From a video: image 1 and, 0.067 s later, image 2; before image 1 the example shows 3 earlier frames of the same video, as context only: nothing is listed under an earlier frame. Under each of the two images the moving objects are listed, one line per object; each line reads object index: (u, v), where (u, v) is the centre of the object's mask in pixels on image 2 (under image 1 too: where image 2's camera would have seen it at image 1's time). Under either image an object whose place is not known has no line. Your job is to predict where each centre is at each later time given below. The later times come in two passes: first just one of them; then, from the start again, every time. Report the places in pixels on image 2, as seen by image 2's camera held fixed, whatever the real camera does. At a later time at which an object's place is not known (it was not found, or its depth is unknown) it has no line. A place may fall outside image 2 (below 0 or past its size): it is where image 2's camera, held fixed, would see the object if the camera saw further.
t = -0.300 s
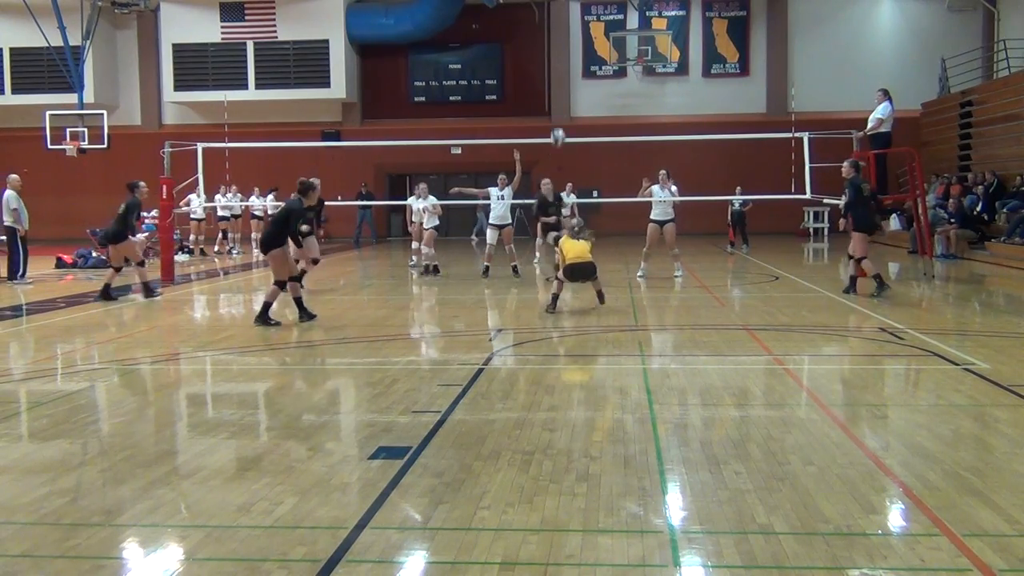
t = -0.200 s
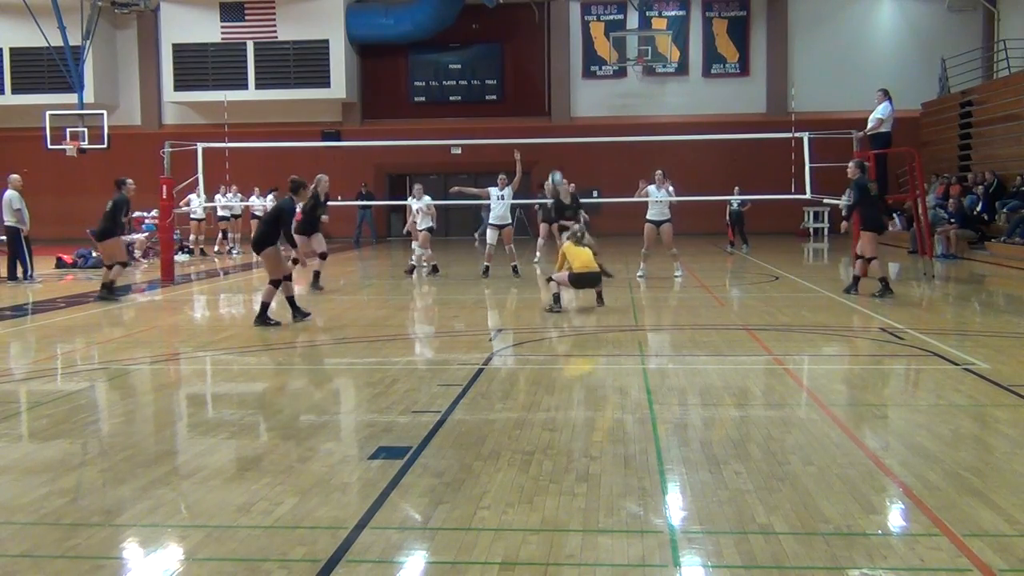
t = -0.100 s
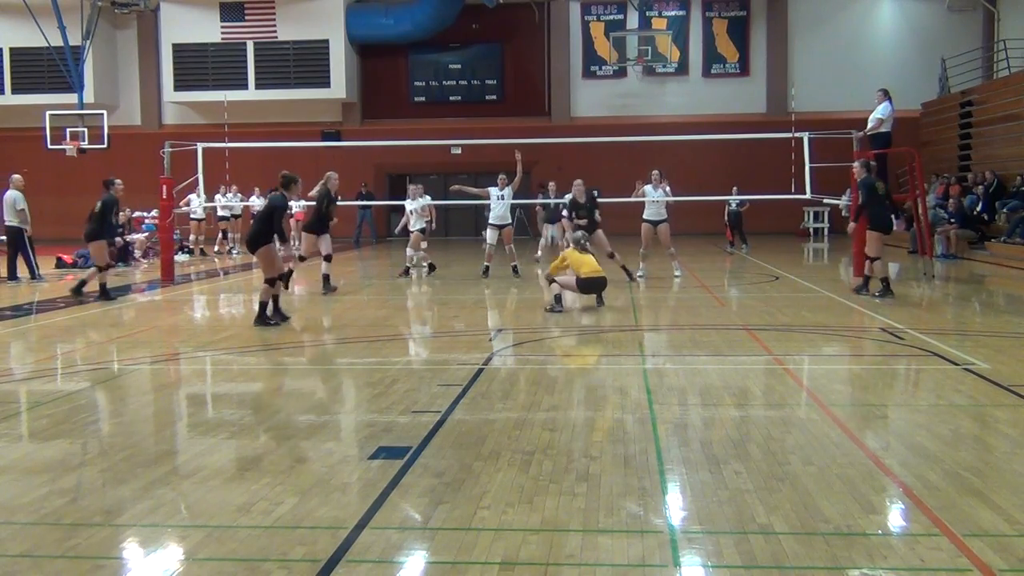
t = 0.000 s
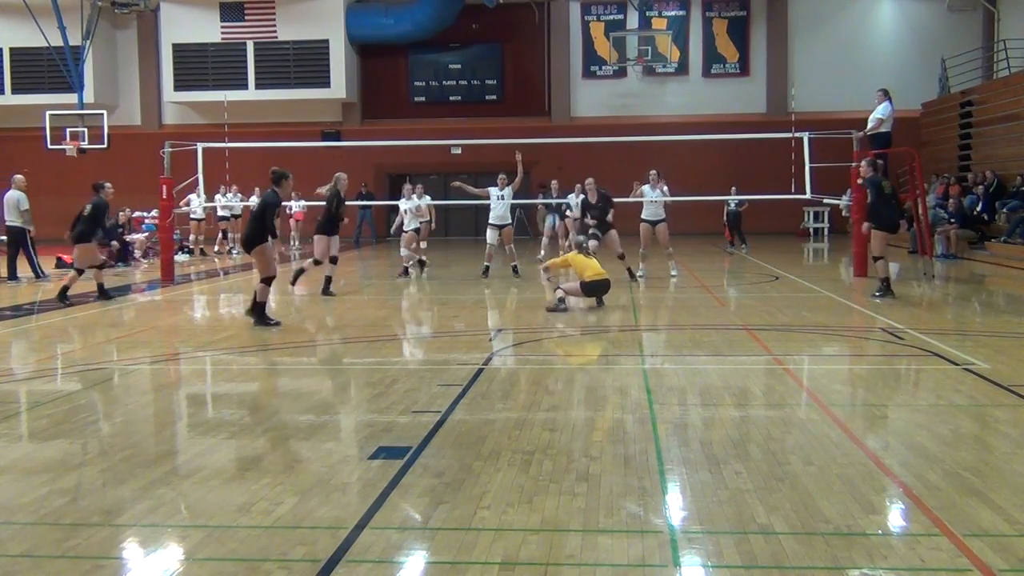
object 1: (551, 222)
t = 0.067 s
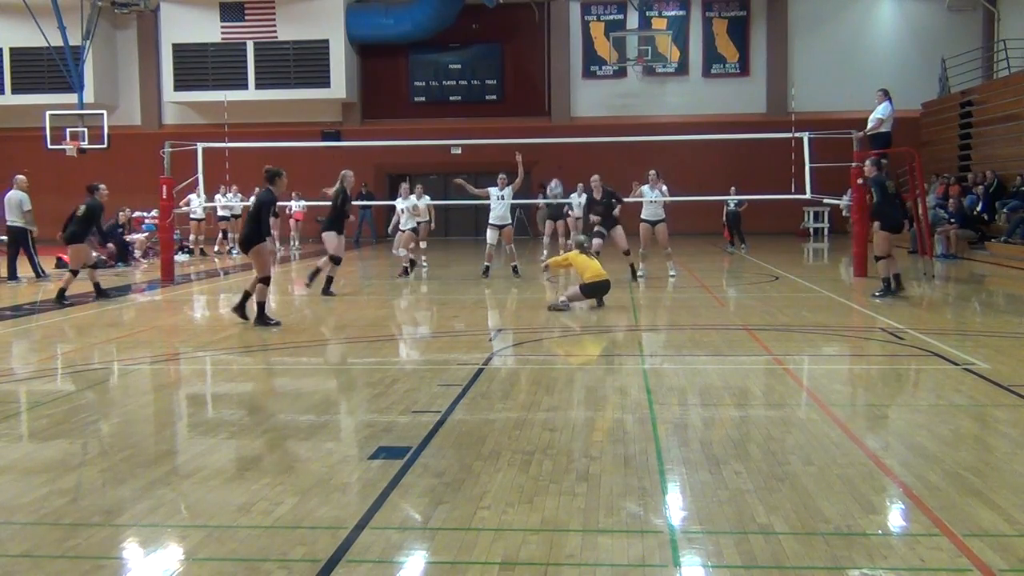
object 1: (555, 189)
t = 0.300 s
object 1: (561, 105)
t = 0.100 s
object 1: (555, 174)
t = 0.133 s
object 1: (556, 161)
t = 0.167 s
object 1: (557, 149)
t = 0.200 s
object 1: (558, 135)
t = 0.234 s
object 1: (559, 125)
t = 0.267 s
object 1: (560, 115)
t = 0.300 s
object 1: (561, 105)
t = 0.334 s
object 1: (562, 96)
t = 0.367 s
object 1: (563, 89)
